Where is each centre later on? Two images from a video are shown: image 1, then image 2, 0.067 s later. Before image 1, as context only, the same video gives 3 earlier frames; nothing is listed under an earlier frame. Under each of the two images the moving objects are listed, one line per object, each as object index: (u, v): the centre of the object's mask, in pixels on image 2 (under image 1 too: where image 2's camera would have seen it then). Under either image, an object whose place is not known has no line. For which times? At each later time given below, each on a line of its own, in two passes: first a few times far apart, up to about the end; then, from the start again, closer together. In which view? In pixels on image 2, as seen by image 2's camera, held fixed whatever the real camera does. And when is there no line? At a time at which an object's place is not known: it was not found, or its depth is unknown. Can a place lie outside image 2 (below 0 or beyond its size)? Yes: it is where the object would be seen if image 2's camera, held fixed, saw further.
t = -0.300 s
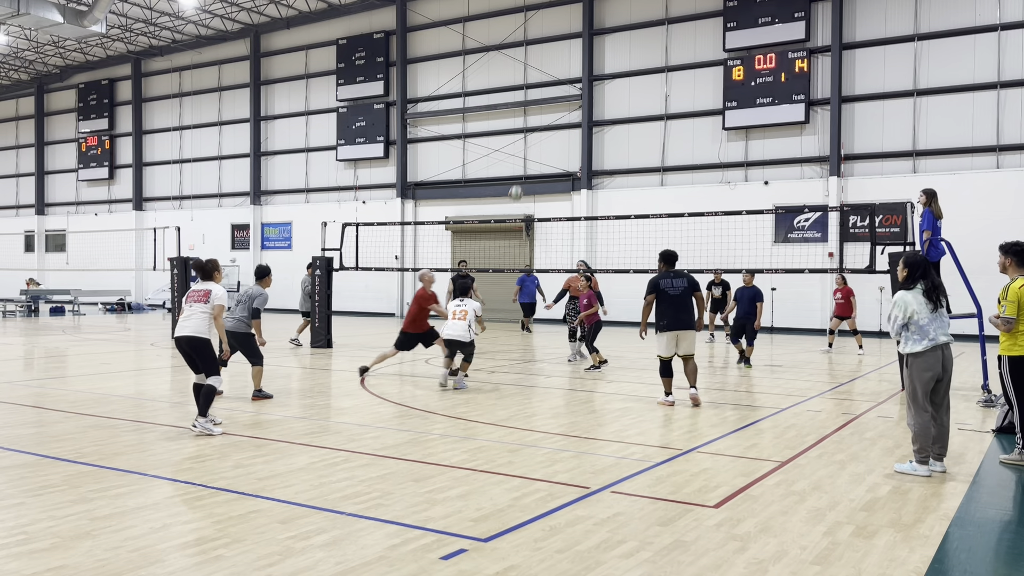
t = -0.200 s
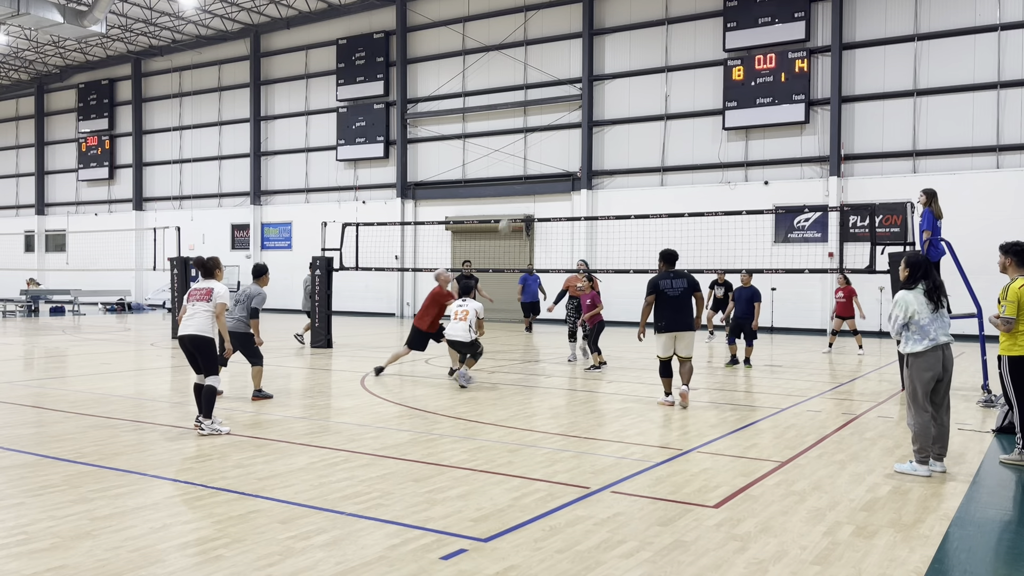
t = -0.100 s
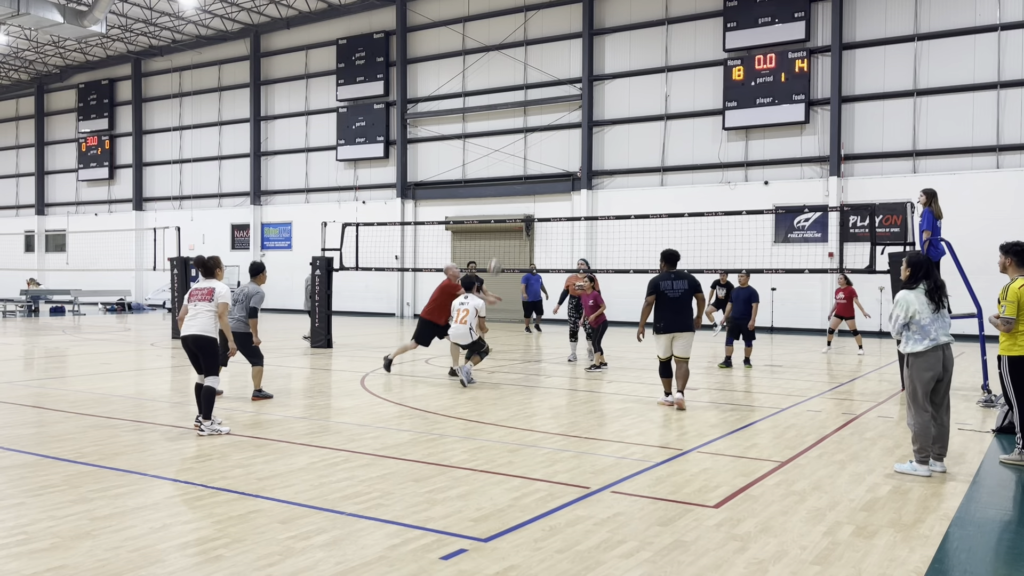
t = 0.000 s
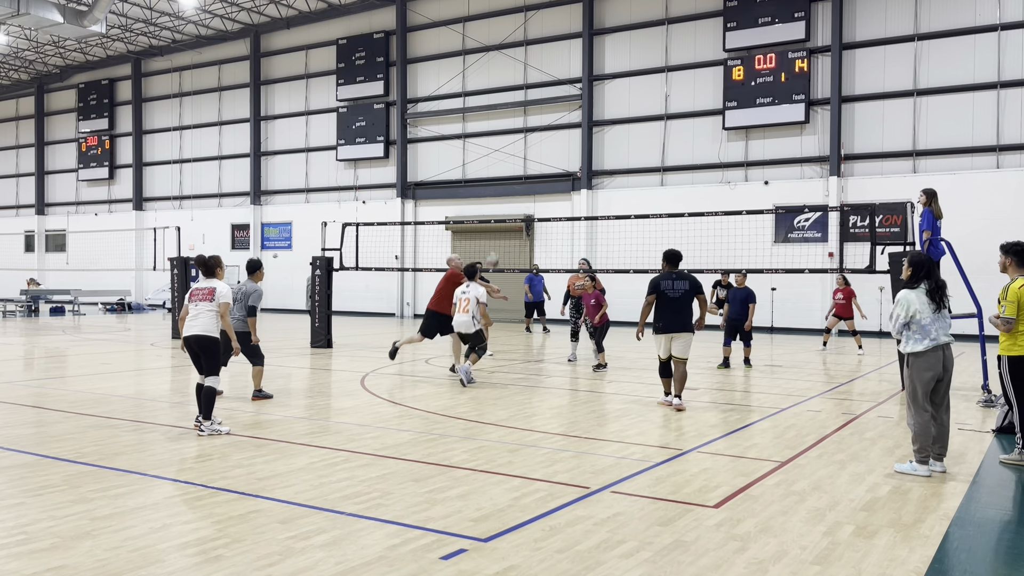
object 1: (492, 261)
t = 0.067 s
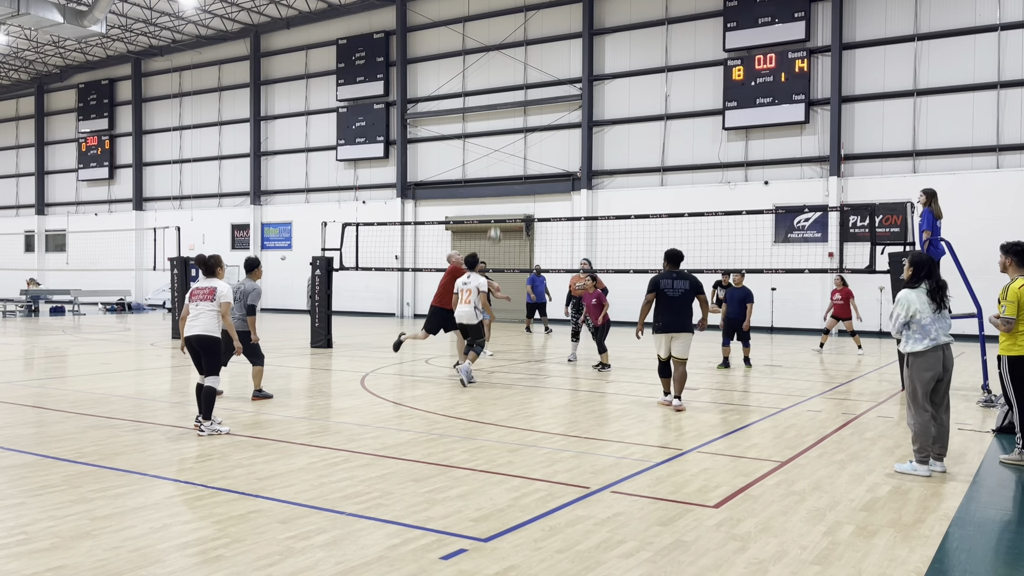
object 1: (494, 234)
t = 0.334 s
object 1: (503, 166)
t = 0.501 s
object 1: (507, 147)
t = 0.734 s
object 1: (513, 154)
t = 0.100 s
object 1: (495, 224)
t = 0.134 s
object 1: (497, 214)
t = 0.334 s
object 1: (503, 166)
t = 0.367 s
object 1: (504, 161)
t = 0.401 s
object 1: (504, 156)
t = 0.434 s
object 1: (505, 153)
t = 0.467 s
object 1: (506, 149)
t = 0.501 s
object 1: (507, 147)
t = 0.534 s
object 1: (508, 146)
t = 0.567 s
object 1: (509, 146)
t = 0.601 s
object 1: (510, 146)
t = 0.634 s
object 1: (511, 147)
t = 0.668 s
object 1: (512, 148)
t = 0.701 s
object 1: (512, 151)
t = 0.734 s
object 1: (513, 154)
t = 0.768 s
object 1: (514, 158)
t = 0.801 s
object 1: (515, 163)
